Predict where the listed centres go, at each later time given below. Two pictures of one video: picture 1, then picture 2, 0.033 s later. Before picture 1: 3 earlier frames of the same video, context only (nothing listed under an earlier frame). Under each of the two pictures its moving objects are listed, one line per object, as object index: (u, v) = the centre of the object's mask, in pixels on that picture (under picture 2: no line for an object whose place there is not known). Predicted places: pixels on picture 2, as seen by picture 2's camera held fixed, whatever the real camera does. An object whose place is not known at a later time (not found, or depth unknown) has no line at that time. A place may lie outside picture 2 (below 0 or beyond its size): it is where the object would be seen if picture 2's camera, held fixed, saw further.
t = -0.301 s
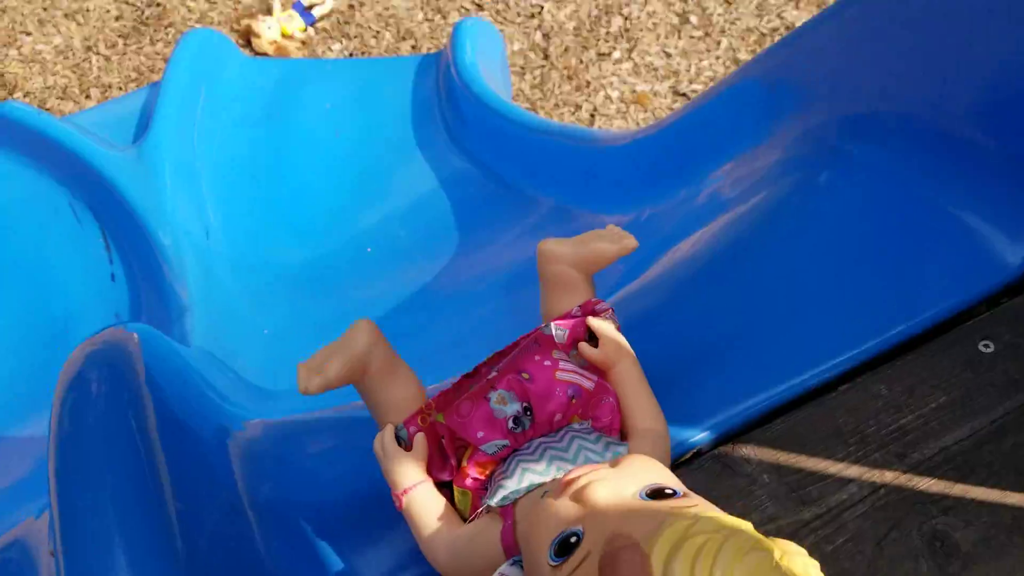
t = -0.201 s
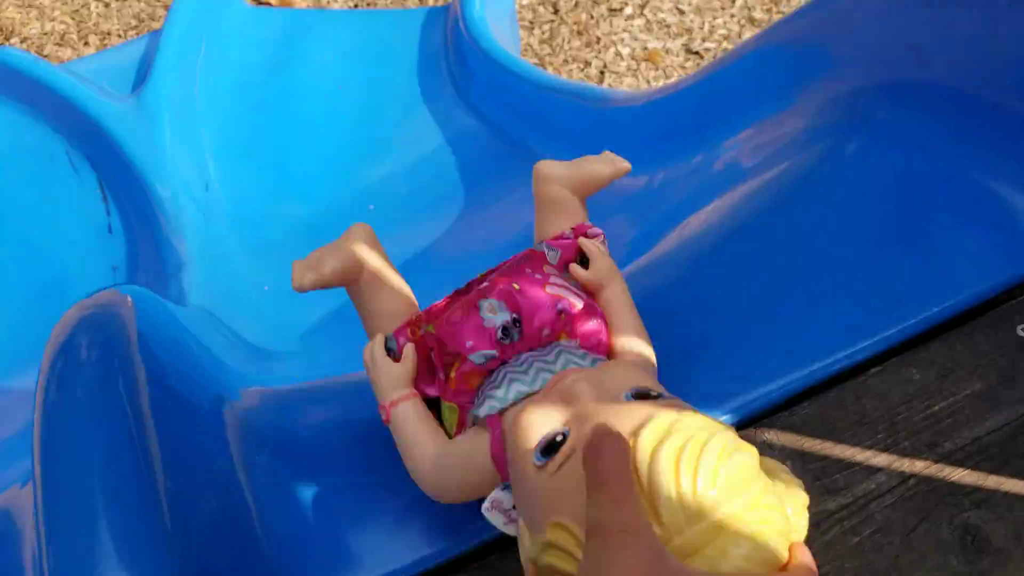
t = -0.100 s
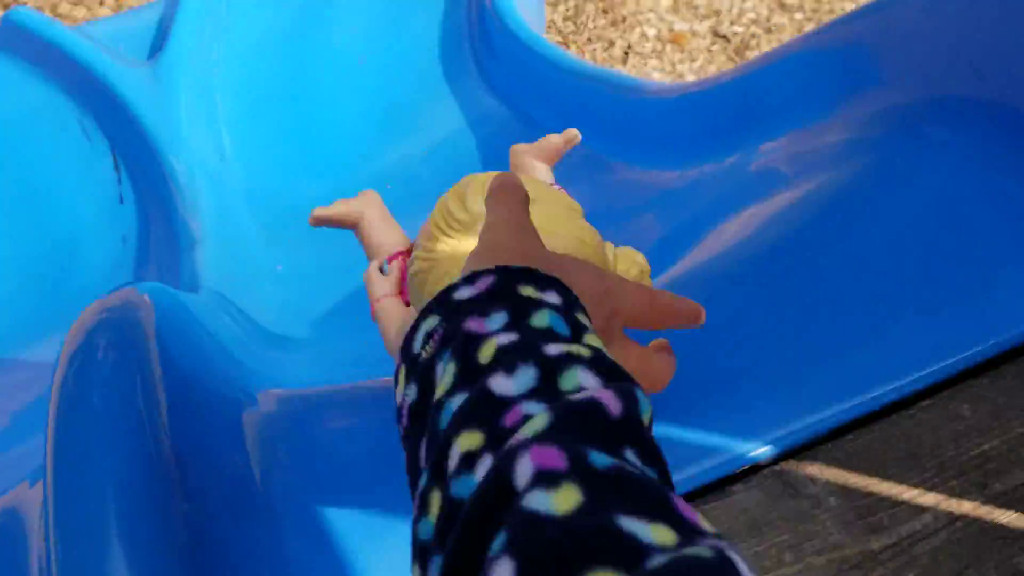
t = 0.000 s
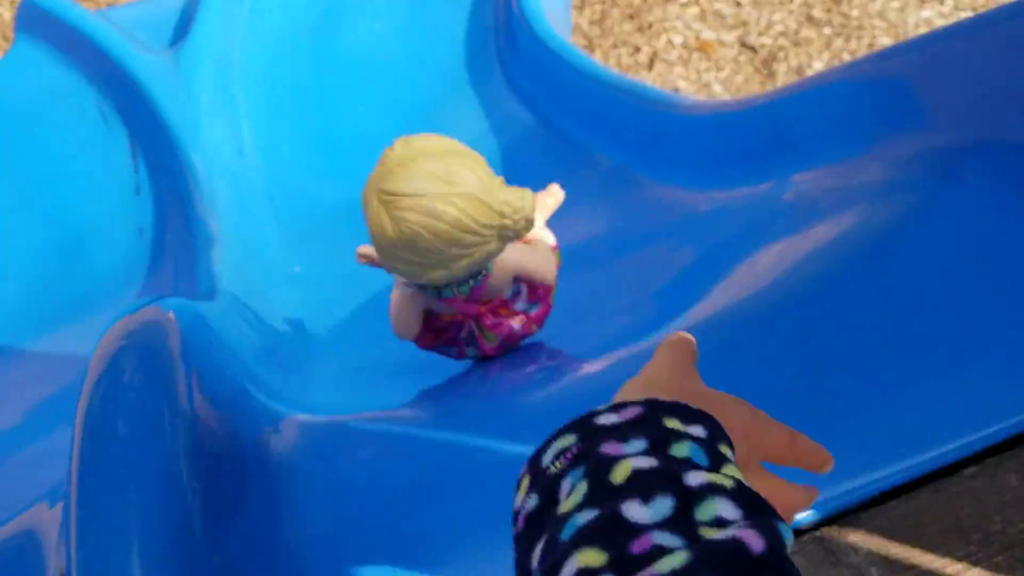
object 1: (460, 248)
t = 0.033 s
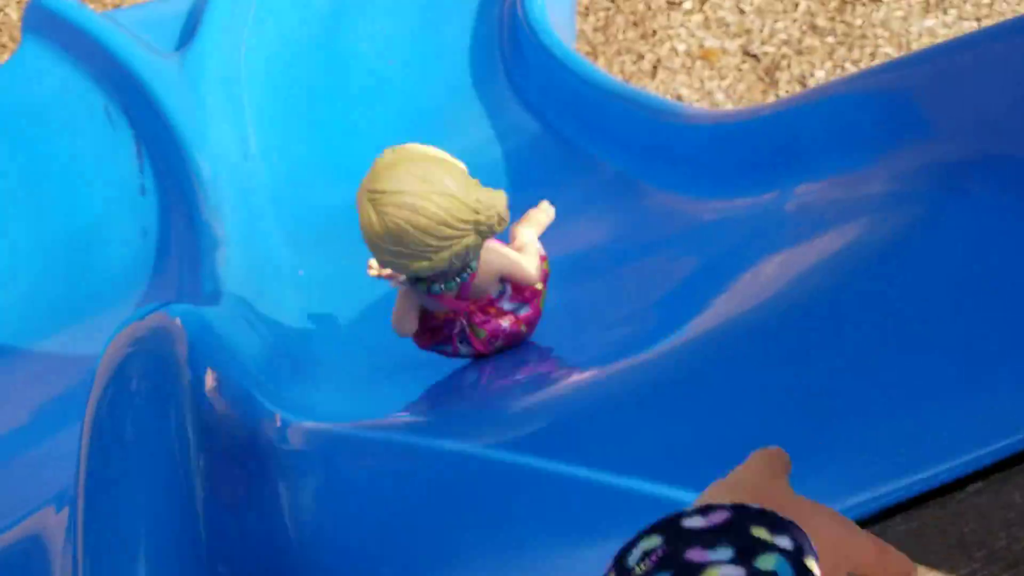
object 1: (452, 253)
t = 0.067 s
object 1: (441, 250)
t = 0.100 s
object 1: (430, 245)
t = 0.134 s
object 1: (419, 235)
